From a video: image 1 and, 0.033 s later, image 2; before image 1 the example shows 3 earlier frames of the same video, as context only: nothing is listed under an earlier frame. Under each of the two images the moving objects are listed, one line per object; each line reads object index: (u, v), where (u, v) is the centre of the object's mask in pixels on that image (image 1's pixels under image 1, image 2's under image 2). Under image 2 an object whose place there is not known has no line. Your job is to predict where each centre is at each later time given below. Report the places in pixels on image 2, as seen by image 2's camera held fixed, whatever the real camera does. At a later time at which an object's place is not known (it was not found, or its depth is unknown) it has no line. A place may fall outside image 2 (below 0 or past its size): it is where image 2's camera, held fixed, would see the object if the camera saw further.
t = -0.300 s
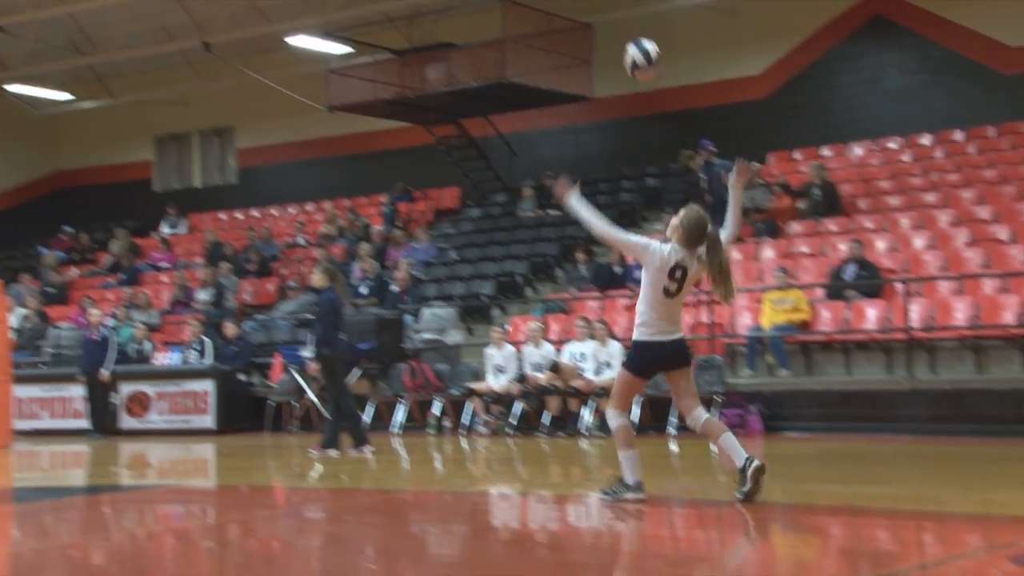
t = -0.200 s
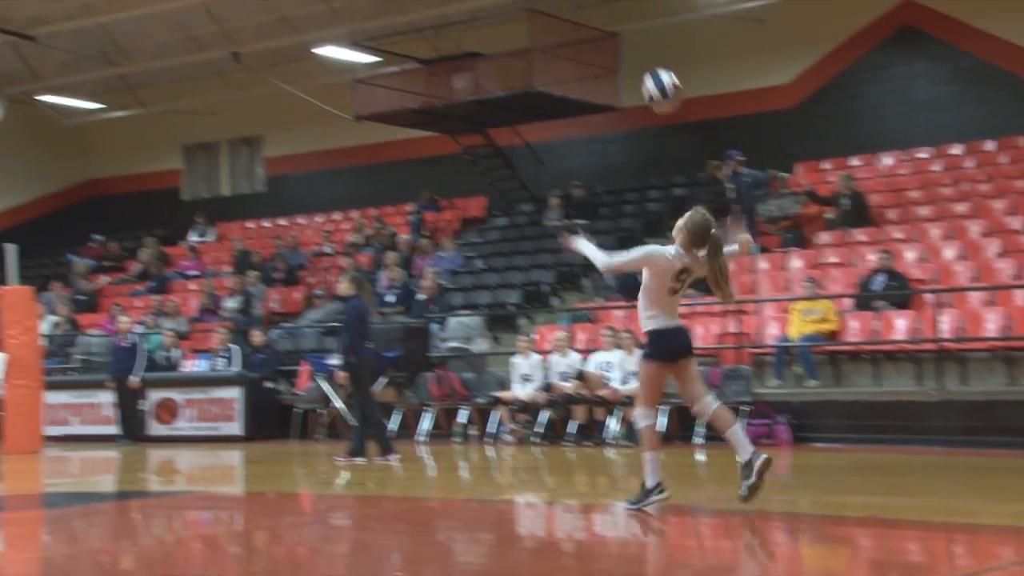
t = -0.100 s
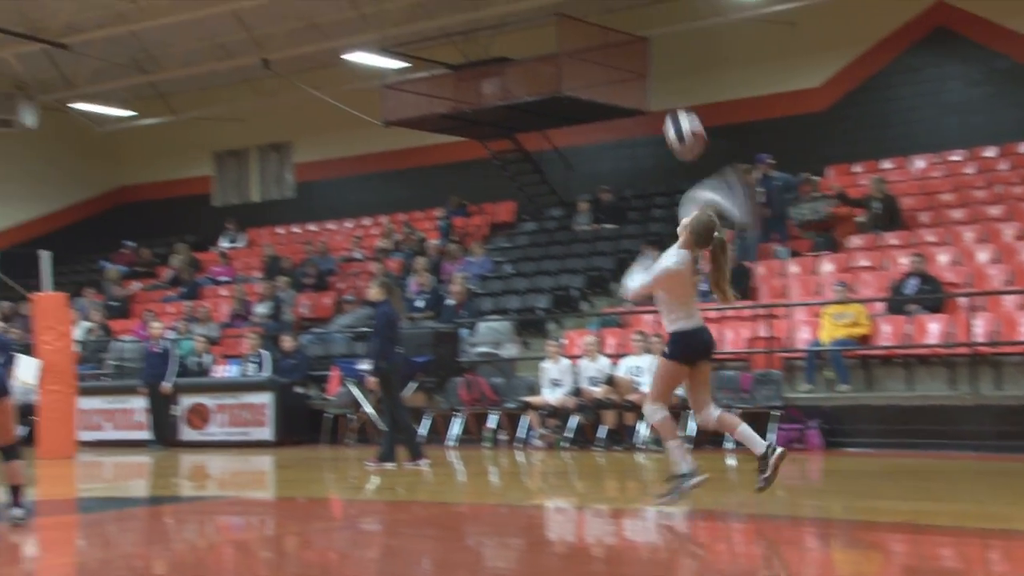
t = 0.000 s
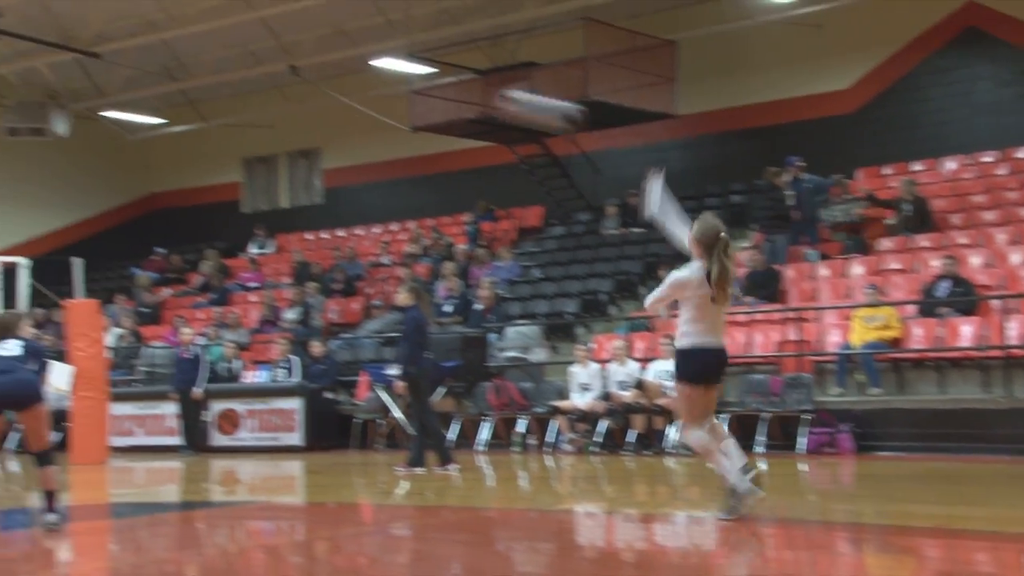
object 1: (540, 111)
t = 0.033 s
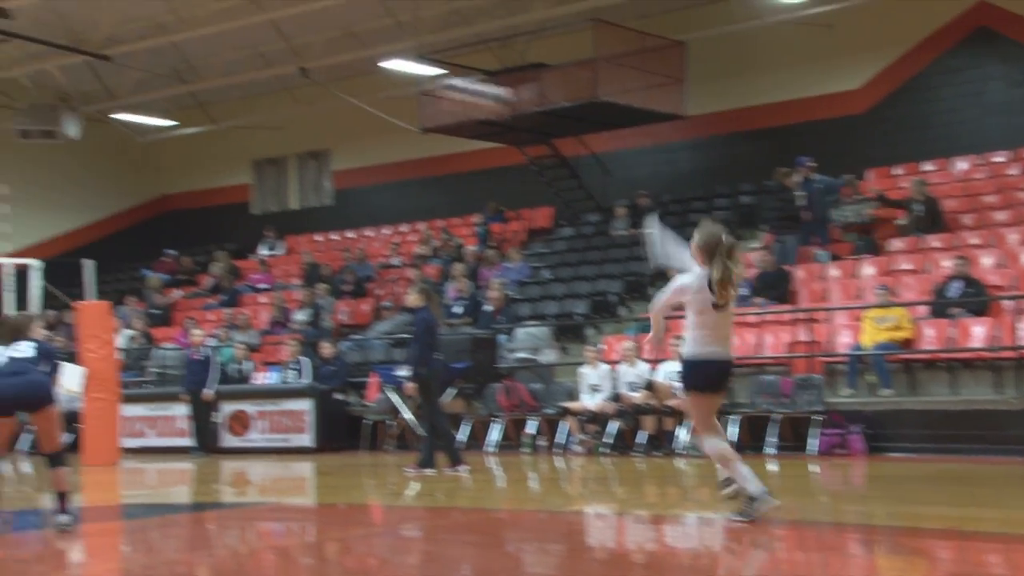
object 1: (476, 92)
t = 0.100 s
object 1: (339, 72)
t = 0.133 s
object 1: (275, 60)
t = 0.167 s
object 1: (215, 53)
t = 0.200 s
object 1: (153, 51)
